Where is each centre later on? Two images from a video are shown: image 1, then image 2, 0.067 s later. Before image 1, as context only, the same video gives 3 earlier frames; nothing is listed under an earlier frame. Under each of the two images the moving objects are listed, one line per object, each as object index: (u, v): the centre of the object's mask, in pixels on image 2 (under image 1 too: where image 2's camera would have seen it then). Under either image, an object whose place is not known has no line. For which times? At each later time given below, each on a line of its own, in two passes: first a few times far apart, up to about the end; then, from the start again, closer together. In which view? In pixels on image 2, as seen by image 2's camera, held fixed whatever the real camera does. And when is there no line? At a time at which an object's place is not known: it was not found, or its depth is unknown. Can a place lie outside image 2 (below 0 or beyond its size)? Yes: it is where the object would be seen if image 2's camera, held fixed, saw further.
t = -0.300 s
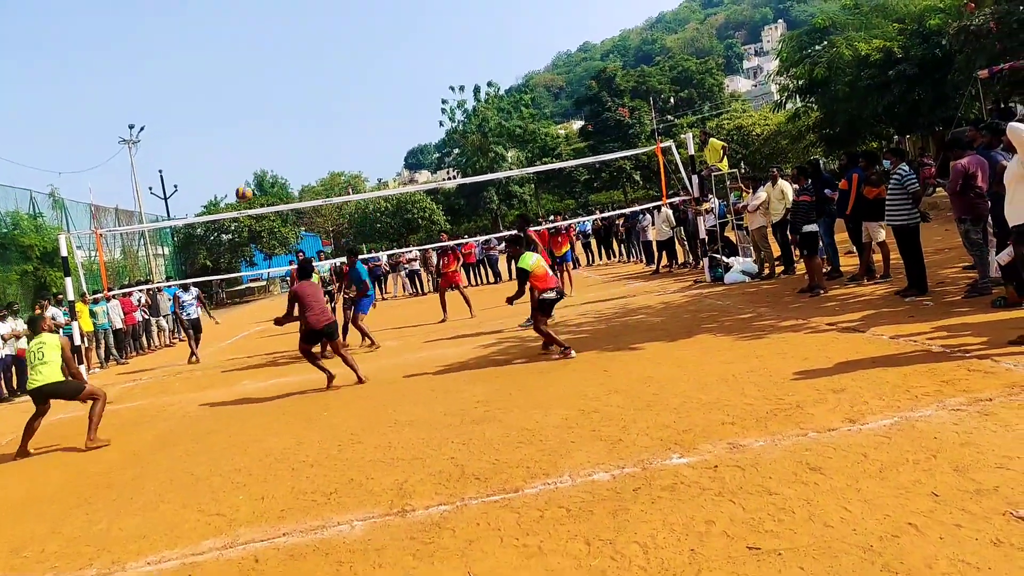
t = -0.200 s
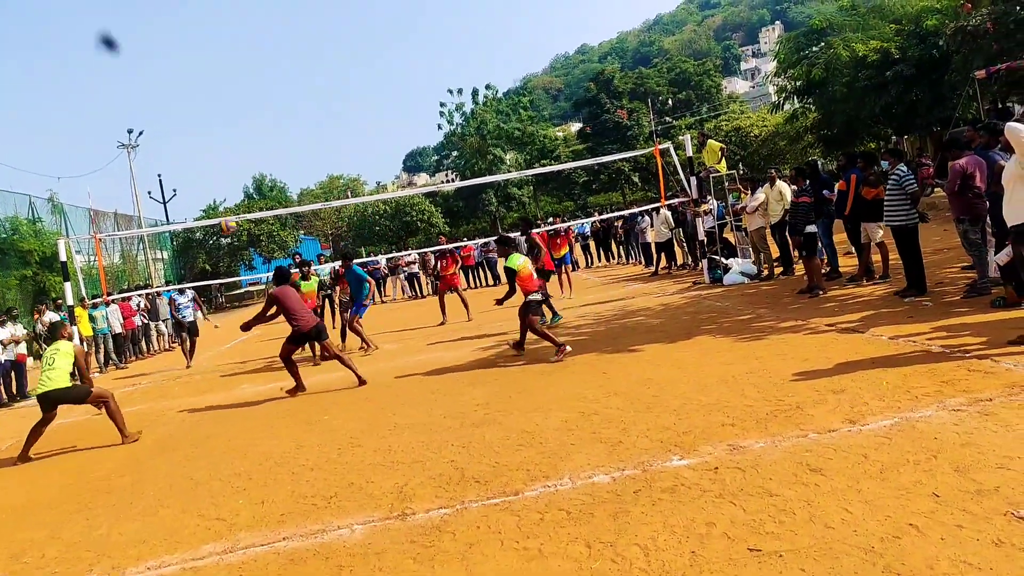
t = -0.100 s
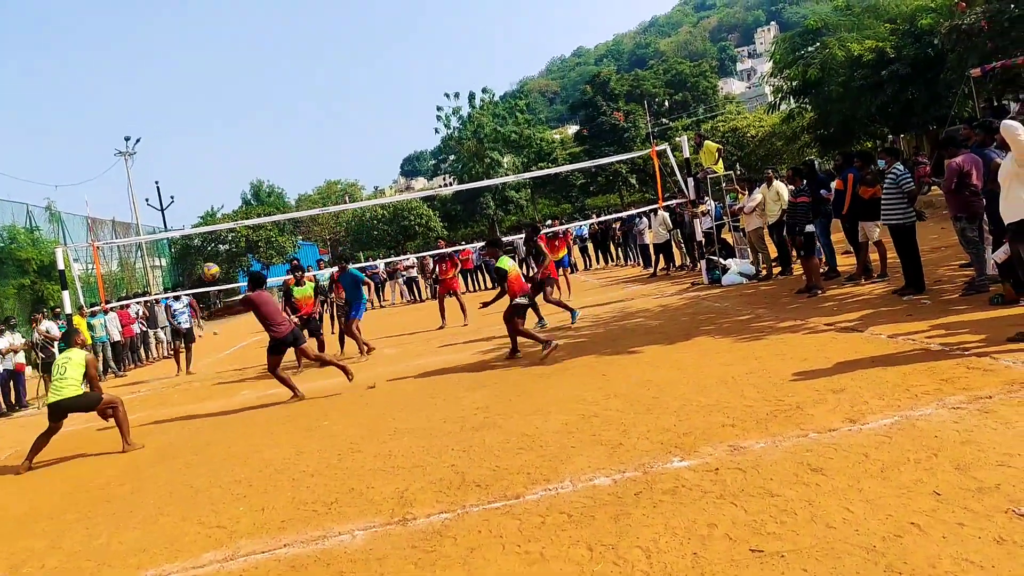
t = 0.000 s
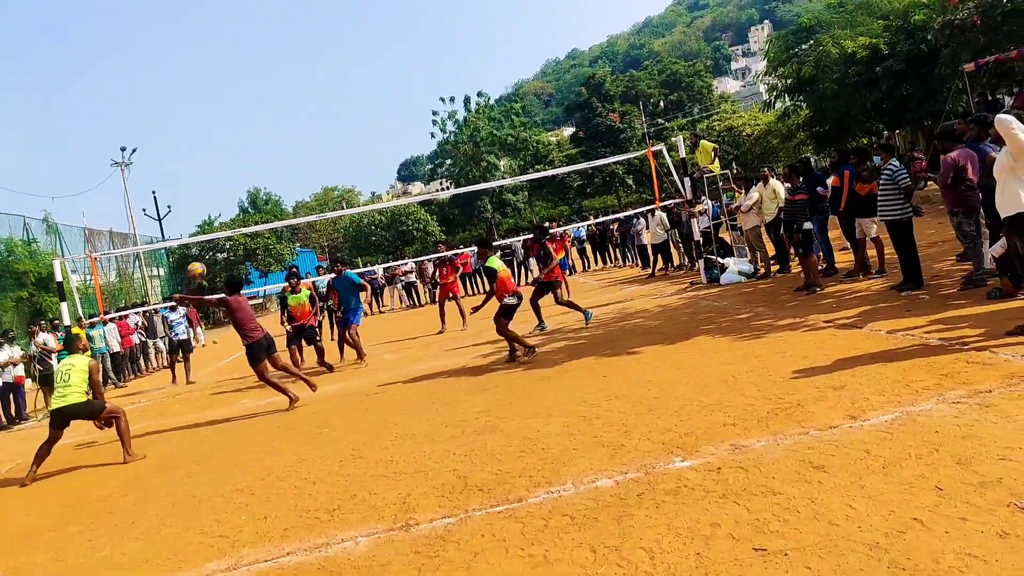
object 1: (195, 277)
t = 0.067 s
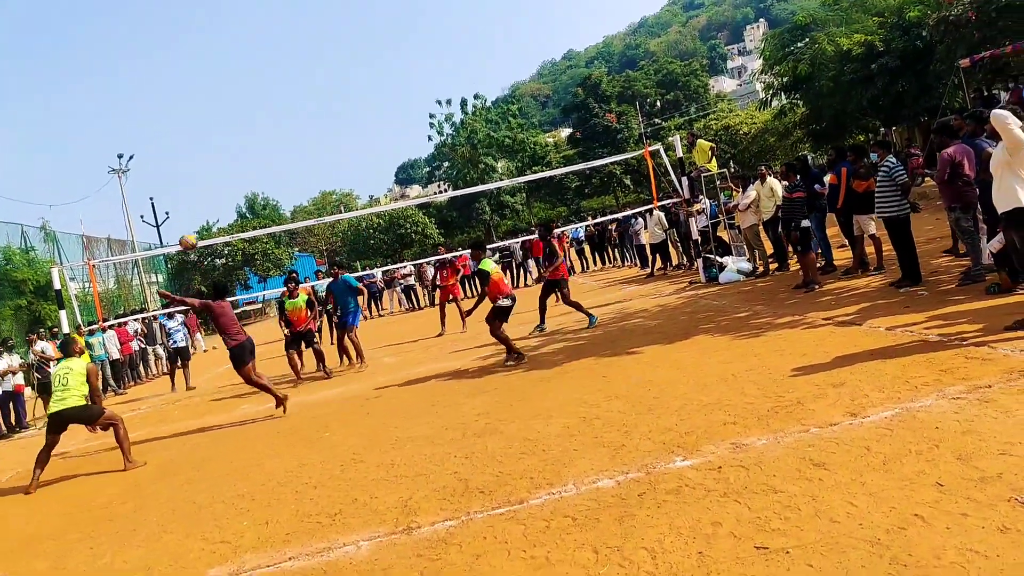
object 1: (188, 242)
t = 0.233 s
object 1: (175, 172)
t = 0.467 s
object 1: (168, 116)
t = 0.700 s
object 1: (172, 106)
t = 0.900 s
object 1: (182, 127)
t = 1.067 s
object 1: (192, 164)
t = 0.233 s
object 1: (175, 172)
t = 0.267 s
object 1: (174, 161)
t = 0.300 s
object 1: (173, 152)
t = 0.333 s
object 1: (172, 143)
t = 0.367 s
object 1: (170, 135)
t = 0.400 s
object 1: (169, 128)
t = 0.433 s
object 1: (168, 122)
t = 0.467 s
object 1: (168, 116)
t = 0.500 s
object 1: (169, 113)
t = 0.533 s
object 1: (168, 109)
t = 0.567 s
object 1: (169, 106)
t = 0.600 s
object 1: (170, 105)
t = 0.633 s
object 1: (171, 104)
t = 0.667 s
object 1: (172, 104)
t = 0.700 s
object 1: (172, 106)
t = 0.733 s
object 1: (173, 107)
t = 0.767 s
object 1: (174, 109)
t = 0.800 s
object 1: (176, 113)
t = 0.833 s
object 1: (178, 116)
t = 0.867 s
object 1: (180, 121)
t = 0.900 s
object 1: (182, 127)
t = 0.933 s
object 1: (184, 132)
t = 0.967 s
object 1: (186, 140)
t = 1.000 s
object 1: (188, 147)
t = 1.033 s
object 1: (191, 155)
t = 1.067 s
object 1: (192, 164)
